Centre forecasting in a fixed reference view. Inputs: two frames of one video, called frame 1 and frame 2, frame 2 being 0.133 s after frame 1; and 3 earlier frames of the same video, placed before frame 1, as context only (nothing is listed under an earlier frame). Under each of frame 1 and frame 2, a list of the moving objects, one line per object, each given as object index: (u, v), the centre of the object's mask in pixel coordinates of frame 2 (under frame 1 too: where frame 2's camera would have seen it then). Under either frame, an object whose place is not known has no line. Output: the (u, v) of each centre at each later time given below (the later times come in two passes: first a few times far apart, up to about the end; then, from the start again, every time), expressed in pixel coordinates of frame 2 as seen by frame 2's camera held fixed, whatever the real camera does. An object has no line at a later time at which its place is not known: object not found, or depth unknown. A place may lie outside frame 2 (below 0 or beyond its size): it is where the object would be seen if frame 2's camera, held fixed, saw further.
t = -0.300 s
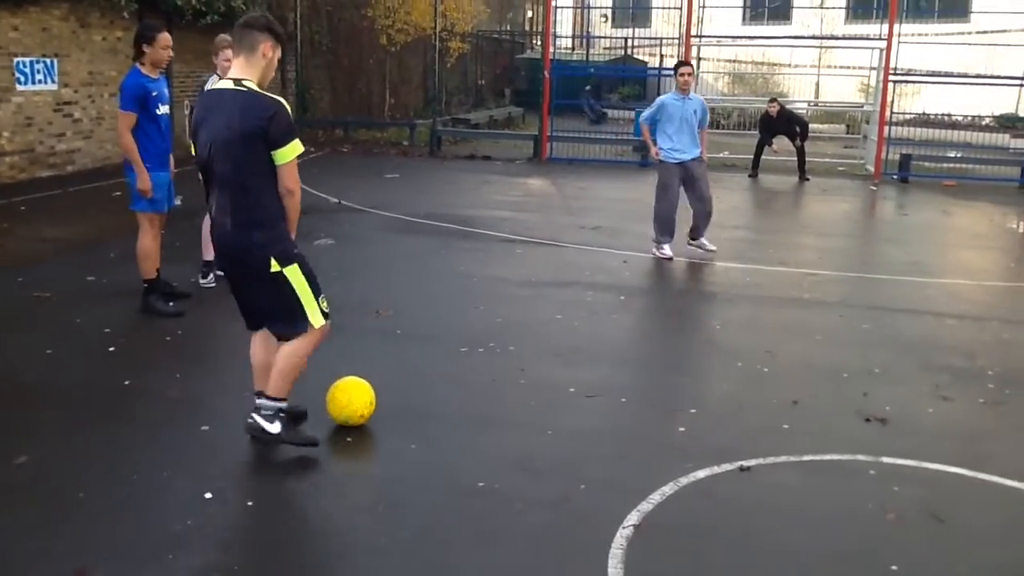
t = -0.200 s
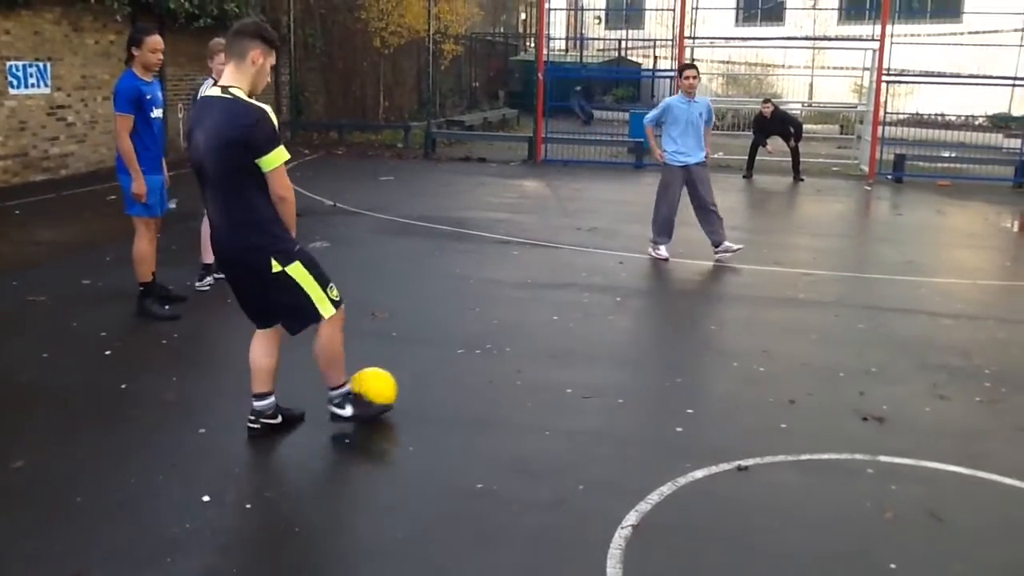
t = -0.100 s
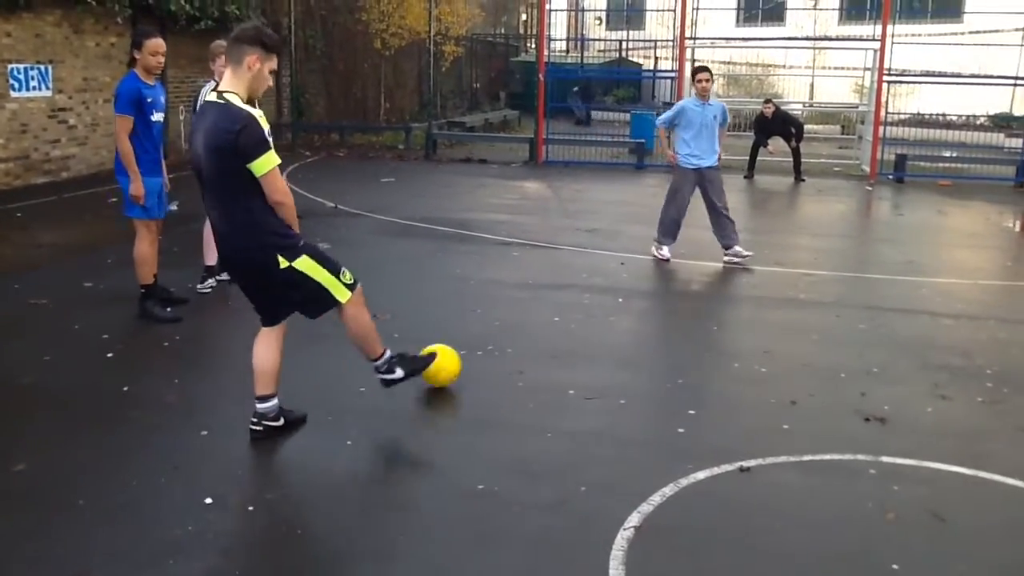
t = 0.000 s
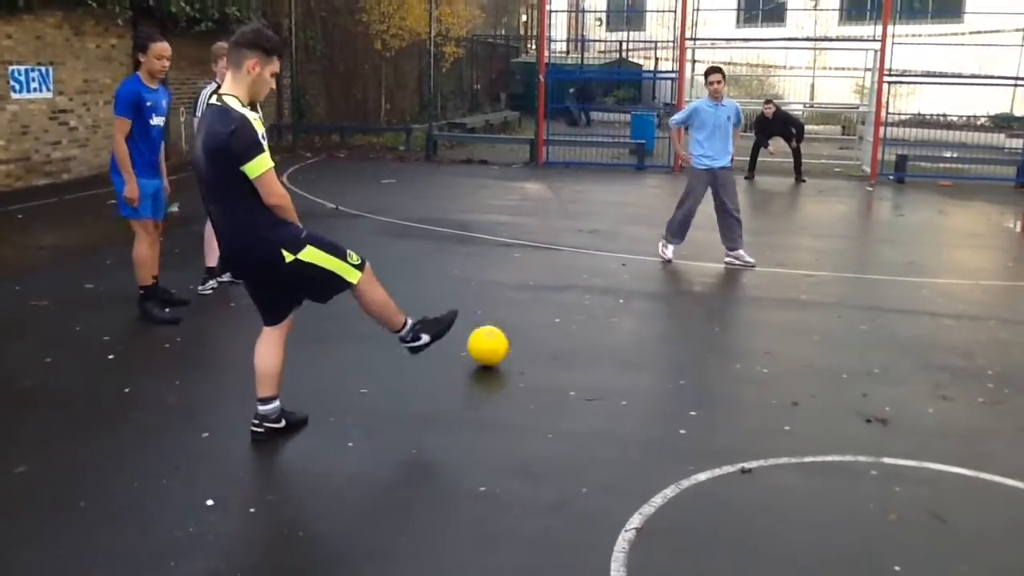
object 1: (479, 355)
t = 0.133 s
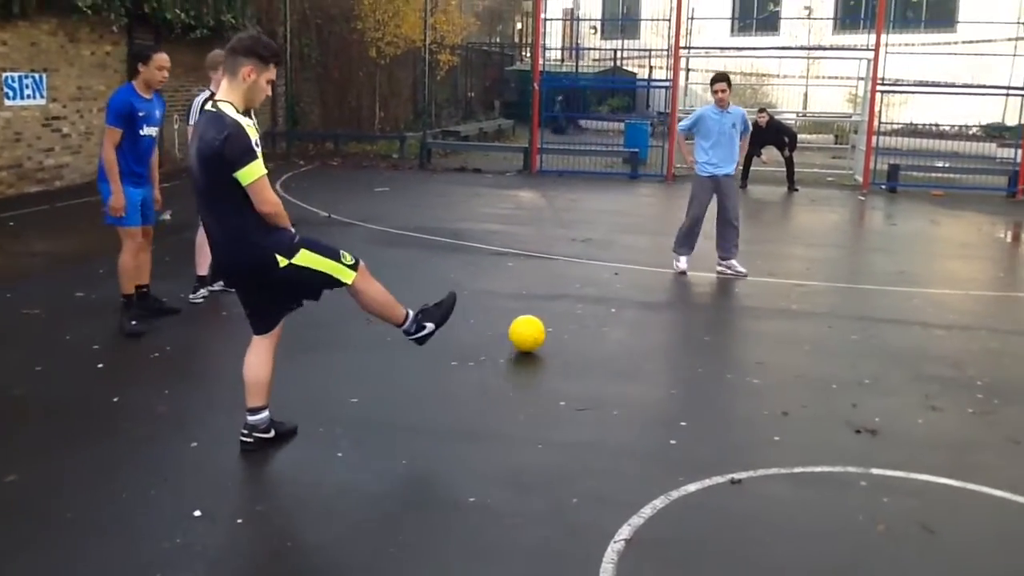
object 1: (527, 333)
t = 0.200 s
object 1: (545, 324)
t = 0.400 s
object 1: (591, 303)
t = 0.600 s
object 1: (628, 286)
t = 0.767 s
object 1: (655, 275)
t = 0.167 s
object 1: (537, 329)
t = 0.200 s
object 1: (545, 324)
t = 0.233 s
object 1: (554, 321)
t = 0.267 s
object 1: (561, 317)
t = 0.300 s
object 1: (569, 314)
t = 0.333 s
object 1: (576, 310)
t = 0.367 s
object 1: (584, 307)
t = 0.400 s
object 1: (591, 303)
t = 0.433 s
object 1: (597, 300)
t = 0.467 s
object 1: (604, 297)
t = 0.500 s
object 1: (610, 294)
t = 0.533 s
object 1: (616, 291)
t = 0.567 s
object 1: (622, 288)
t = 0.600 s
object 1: (628, 286)
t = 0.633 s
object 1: (634, 284)
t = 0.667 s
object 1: (639, 282)
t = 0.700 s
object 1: (645, 279)
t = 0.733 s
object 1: (650, 277)
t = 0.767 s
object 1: (655, 275)
